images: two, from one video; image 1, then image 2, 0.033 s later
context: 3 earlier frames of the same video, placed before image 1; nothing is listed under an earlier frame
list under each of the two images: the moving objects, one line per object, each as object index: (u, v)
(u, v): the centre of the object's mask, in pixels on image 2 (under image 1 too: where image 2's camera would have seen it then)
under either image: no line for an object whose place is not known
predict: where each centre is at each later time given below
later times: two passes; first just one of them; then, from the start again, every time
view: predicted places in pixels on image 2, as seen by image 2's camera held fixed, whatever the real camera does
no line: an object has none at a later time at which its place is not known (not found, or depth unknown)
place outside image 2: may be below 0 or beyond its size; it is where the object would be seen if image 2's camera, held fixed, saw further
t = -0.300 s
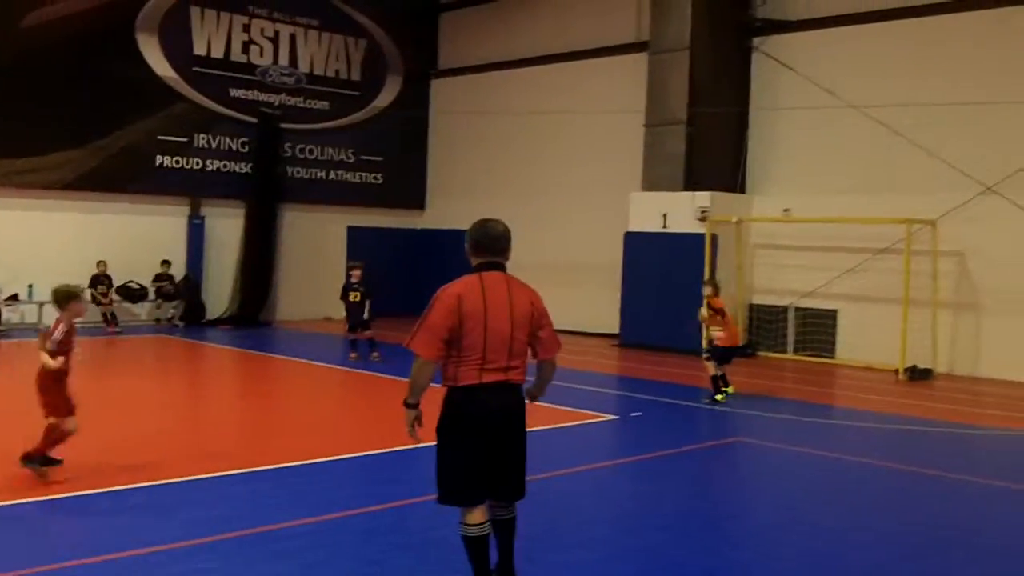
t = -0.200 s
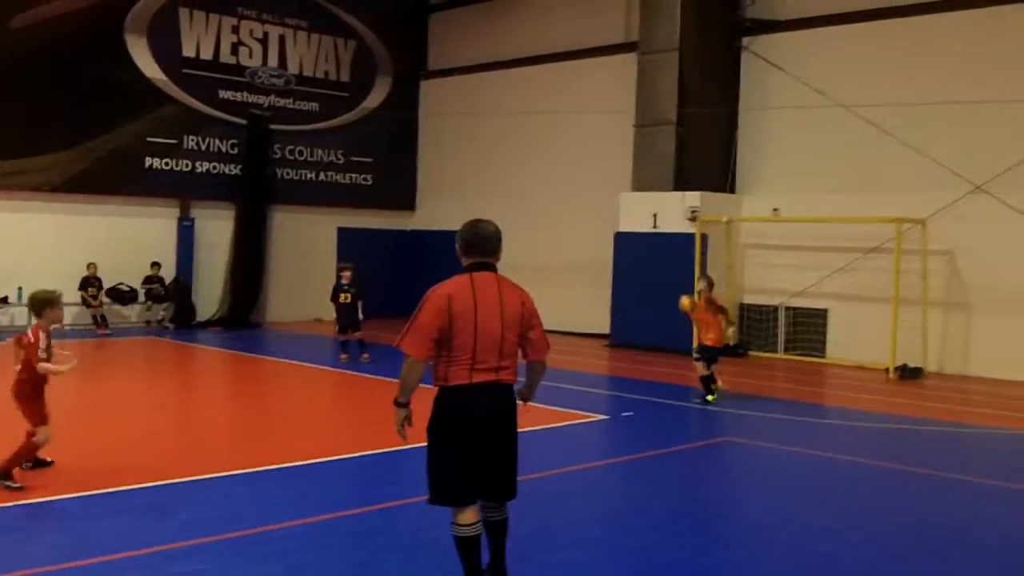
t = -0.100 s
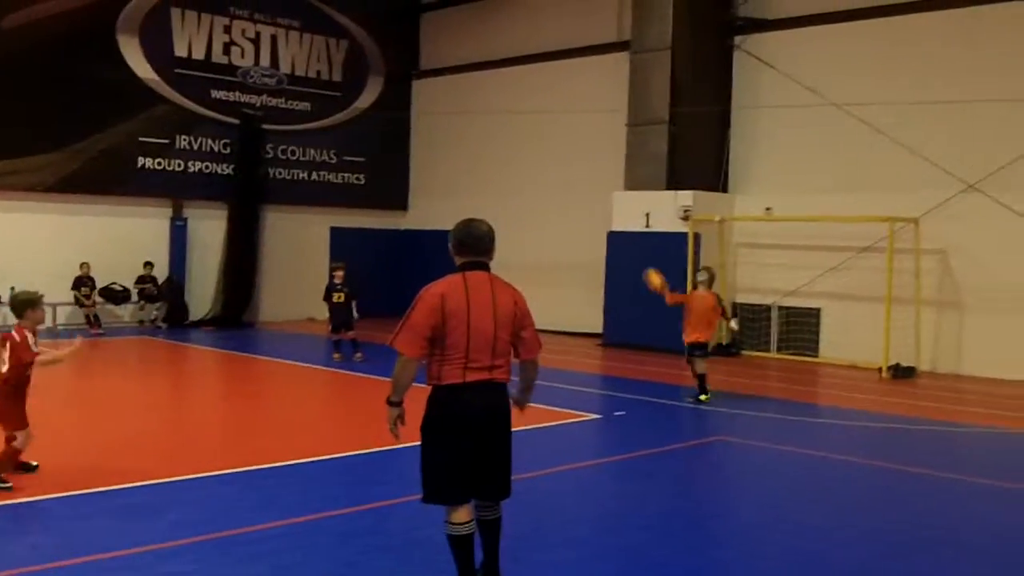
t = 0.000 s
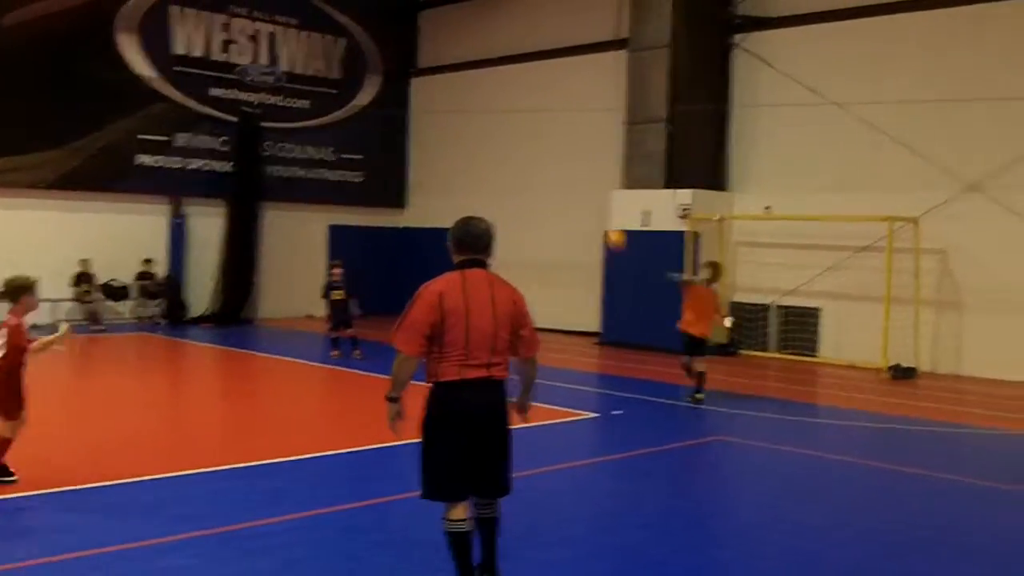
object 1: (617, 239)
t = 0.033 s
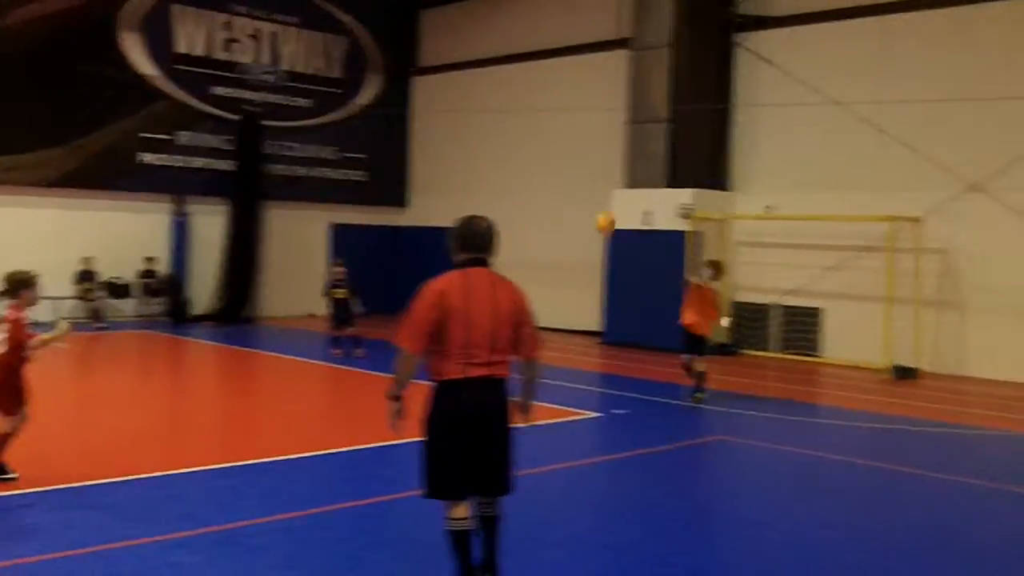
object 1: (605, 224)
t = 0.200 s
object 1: (531, 160)
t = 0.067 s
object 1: (592, 210)
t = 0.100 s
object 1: (579, 195)
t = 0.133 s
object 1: (564, 184)
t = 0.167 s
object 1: (549, 173)
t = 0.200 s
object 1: (531, 160)
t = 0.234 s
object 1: (513, 150)
